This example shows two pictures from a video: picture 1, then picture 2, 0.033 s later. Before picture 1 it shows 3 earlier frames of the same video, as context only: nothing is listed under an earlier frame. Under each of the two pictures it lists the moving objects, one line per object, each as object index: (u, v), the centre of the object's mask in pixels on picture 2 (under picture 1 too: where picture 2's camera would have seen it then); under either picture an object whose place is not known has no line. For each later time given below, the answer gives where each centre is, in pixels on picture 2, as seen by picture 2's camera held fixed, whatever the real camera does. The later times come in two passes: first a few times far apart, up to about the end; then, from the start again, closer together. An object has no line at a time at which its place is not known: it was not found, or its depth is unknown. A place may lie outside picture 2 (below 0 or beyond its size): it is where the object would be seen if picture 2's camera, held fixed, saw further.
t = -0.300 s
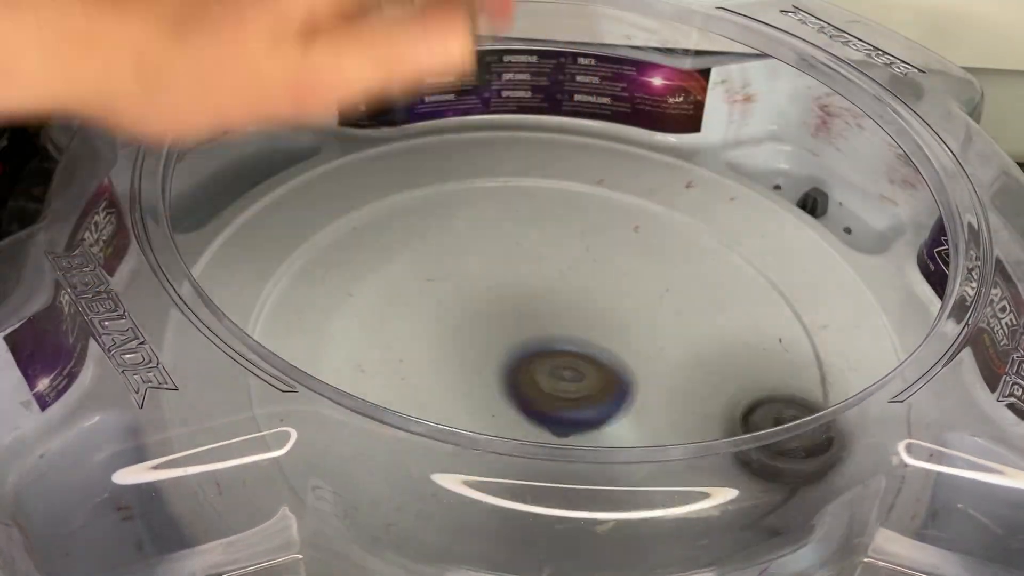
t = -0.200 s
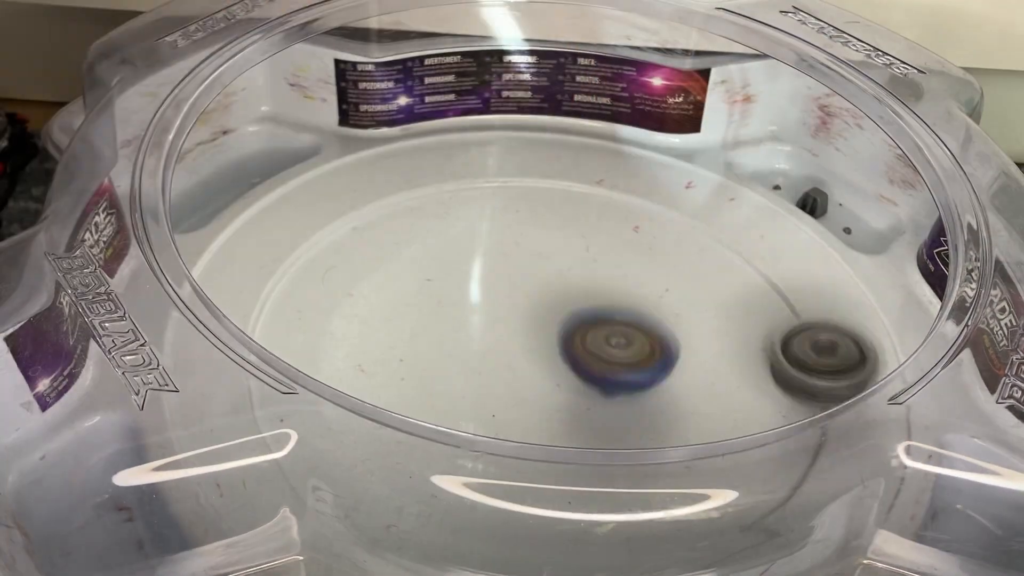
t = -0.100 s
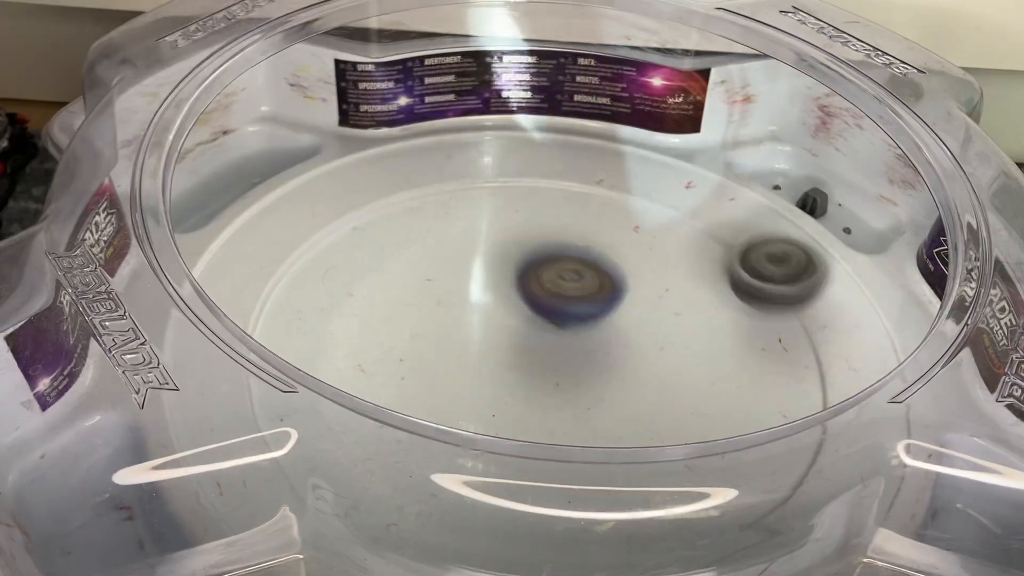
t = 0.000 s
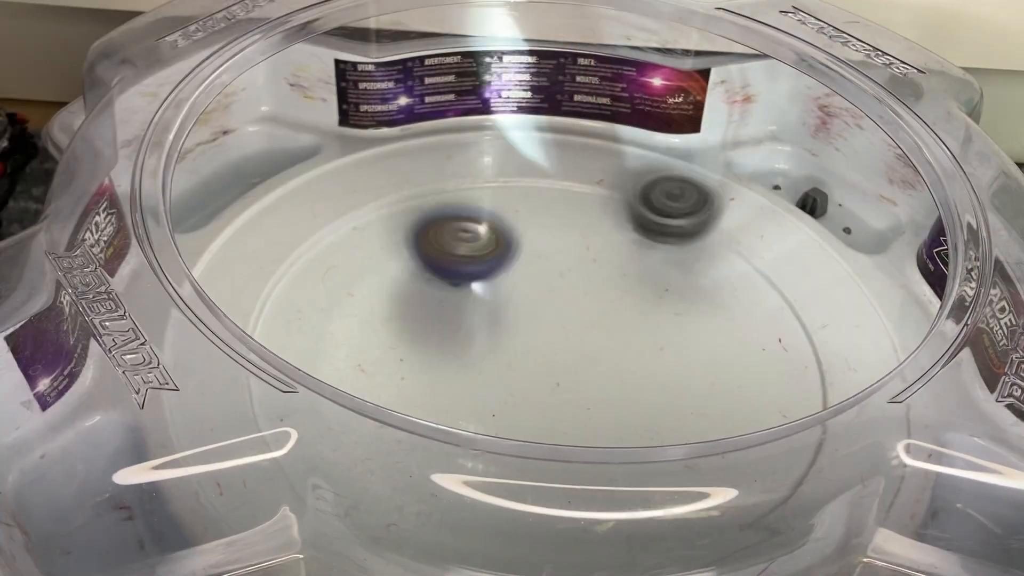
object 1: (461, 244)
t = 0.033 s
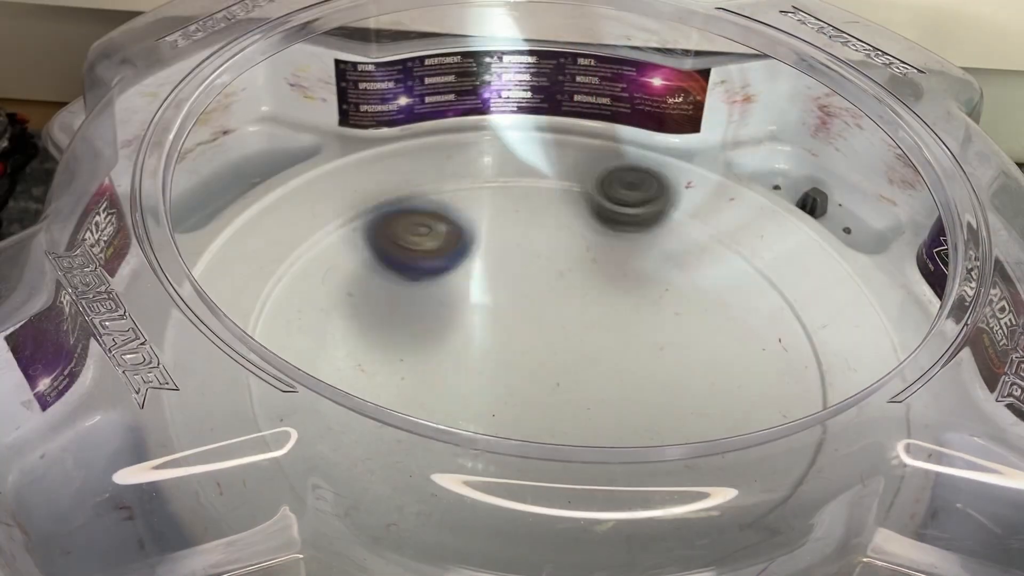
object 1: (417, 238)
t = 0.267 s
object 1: (287, 394)
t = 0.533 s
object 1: (663, 424)
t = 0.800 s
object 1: (546, 147)
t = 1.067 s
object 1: (227, 216)
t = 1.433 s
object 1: (640, 475)
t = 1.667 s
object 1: (754, 197)
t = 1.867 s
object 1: (491, 144)
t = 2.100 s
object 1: (291, 392)
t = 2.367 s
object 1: (804, 431)
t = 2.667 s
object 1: (557, 161)
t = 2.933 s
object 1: (276, 296)
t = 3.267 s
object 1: (692, 504)
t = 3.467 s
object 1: (758, 295)
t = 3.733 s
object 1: (471, 180)
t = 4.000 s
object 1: (316, 370)
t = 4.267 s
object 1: (670, 442)
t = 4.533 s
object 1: (640, 222)
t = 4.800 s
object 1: (375, 253)
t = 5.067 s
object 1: (515, 441)
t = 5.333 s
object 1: (696, 337)
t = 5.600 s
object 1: (562, 193)
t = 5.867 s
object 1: (407, 203)
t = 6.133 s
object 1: (435, 347)
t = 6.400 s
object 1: (488, 376)
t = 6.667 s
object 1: (481, 374)
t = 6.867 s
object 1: (428, 453)
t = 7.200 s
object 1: (546, 411)
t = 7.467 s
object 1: (458, 374)
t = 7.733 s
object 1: (427, 365)
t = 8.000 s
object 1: (476, 311)
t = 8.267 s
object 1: (483, 265)
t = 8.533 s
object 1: (517, 282)
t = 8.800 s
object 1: (602, 297)
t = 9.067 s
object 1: (614, 294)
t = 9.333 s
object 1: (584, 351)
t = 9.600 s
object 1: (605, 392)
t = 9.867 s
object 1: (566, 358)
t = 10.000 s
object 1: (515, 348)
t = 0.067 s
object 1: (374, 239)
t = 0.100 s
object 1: (330, 245)
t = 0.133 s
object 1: (290, 255)
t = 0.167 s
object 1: (275, 278)
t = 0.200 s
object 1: (276, 315)
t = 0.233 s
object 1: (278, 358)
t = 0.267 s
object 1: (287, 394)
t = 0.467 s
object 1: (576, 477)
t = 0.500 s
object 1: (626, 457)
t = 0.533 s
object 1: (663, 424)
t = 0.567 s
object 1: (693, 390)
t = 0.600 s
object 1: (704, 351)
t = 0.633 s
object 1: (704, 308)
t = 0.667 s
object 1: (691, 264)
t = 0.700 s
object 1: (667, 227)
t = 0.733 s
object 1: (634, 193)
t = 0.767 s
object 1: (590, 161)
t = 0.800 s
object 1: (546, 147)
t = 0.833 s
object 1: (498, 139)
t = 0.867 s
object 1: (447, 132)
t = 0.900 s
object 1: (403, 127)
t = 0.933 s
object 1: (360, 130)
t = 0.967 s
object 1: (321, 142)
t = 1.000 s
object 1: (282, 165)
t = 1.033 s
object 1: (251, 188)
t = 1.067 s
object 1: (227, 216)
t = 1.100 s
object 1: (221, 243)
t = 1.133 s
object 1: (221, 270)
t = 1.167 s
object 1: (214, 304)
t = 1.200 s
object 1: (220, 346)
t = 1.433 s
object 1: (640, 475)
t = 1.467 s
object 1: (712, 455)
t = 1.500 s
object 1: (766, 421)
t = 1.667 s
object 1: (754, 197)
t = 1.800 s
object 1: (578, 126)
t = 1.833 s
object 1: (530, 140)
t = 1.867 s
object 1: (491, 144)
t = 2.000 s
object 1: (323, 246)
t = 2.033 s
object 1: (299, 289)
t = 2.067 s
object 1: (299, 331)
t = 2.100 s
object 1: (291, 392)
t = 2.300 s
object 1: (702, 517)
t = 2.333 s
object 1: (772, 488)
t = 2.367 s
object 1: (804, 431)
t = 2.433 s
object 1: (814, 335)
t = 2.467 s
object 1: (799, 294)
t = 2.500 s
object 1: (769, 260)
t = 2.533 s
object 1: (733, 231)
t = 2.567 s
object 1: (696, 205)
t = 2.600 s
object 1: (654, 187)
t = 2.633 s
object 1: (606, 171)
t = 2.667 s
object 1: (557, 161)
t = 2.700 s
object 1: (514, 158)
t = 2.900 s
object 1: (289, 263)
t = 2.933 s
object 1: (276, 296)
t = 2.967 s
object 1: (286, 323)
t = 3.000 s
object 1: (291, 365)
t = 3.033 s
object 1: (302, 411)
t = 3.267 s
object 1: (692, 504)
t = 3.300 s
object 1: (733, 464)
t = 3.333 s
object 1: (757, 433)
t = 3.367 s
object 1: (767, 391)
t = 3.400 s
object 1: (779, 365)
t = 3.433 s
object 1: (774, 329)
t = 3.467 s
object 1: (758, 295)
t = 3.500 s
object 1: (737, 268)
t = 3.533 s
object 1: (709, 239)
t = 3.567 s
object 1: (676, 217)
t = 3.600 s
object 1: (640, 200)
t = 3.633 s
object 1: (595, 189)
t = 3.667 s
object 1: (556, 180)
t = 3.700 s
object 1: (519, 176)
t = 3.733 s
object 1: (471, 180)
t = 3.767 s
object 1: (433, 185)
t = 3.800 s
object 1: (396, 195)
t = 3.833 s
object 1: (364, 216)
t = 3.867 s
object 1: (336, 238)
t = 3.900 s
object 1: (313, 266)
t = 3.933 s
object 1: (301, 300)
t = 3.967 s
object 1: (307, 330)
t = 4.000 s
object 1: (316, 370)
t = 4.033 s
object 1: (338, 408)
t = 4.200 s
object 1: (581, 484)
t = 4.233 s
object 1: (630, 468)
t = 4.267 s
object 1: (670, 442)
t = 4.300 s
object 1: (703, 418)
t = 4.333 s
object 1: (725, 389)
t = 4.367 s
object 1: (734, 356)
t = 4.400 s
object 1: (731, 324)
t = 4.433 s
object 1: (717, 291)
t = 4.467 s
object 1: (698, 265)
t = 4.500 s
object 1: (672, 241)
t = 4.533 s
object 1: (640, 222)
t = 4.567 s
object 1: (599, 208)
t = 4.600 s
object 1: (563, 201)
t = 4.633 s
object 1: (530, 194)
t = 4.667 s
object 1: (489, 198)
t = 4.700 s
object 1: (456, 202)
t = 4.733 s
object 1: (424, 214)
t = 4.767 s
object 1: (396, 232)
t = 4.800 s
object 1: (375, 253)
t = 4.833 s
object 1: (362, 278)
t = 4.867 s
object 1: (356, 310)
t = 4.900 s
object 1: (360, 341)
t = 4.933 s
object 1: (378, 365)
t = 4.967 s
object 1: (398, 396)
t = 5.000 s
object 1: (429, 419)
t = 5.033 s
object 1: (466, 429)
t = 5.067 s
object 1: (515, 441)
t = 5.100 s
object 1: (554, 445)
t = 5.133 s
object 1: (595, 446)
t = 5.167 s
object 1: (629, 431)
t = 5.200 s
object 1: (653, 411)
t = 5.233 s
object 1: (676, 400)
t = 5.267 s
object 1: (690, 384)
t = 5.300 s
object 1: (697, 360)
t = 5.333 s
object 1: (696, 337)
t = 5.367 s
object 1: (691, 314)
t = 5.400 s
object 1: (681, 294)
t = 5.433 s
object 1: (664, 278)
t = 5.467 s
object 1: (644, 265)
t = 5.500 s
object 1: (623, 252)
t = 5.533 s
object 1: (605, 228)
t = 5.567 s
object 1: (581, 207)
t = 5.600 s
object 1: (562, 193)
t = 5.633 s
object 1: (542, 183)
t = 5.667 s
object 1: (521, 175)
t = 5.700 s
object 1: (499, 173)
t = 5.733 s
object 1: (474, 174)
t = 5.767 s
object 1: (454, 176)
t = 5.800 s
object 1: (436, 182)
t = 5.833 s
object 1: (421, 191)
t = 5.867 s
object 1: (407, 203)
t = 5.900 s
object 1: (395, 219)
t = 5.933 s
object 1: (391, 238)
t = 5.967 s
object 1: (389, 258)
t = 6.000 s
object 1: (395, 282)
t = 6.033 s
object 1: (406, 306)
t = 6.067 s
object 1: (424, 327)
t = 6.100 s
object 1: (445, 346)
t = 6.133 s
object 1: (435, 347)
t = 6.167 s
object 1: (427, 348)
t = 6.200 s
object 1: (428, 352)
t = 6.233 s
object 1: (430, 358)
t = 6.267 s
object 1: (437, 364)
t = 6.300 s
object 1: (448, 370)
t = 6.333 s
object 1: (460, 374)
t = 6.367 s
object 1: (475, 377)
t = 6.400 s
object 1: (488, 376)
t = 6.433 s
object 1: (502, 374)
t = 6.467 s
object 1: (516, 370)
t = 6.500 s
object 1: (526, 363)
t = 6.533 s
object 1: (537, 357)
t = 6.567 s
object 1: (544, 348)
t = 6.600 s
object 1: (550, 338)
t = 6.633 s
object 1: (521, 350)
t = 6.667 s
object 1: (481, 374)
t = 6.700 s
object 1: (454, 390)
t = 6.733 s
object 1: (431, 406)
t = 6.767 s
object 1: (421, 420)
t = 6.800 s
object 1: (414, 434)
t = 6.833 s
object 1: (420, 443)
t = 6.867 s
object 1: (428, 453)
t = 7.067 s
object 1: (515, 473)
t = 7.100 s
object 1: (530, 466)
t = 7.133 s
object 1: (538, 450)
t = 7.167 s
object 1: (545, 432)
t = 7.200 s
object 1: (546, 411)
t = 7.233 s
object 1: (545, 399)
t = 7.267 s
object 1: (538, 389)
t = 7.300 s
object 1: (524, 388)
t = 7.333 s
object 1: (509, 385)
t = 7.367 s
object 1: (496, 383)
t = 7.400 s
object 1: (481, 380)
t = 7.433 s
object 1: (468, 375)
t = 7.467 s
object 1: (458, 374)
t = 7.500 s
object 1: (446, 371)
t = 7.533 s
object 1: (438, 371)
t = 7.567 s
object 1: (430, 369)
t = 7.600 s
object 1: (426, 369)
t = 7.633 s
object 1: (423, 368)
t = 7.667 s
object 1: (421, 367)
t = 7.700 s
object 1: (424, 366)
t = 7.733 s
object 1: (427, 365)
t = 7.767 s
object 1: (433, 362)
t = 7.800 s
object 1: (440, 358)
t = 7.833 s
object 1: (446, 352)
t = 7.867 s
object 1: (455, 345)
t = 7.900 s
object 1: (461, 338)
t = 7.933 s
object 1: (467, 329)
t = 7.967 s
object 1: (473, 320)
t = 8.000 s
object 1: (476, 311)
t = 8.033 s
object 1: (480, 303)
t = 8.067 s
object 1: (483, 296)
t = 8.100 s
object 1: (483, 288)
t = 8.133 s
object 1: (484, 282)
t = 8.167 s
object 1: (484, 276)
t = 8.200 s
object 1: (483, 271)
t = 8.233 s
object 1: (483, 267)
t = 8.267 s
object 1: (483, 265)
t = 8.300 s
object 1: (482, 261)
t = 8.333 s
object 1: (483, 261)
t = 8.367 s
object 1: (484, 262)
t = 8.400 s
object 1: (486, 263)
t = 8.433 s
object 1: (492, 268)
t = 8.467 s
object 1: (499, 273)
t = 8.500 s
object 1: (506, 278)
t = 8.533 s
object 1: (517, 282)
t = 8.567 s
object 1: (529, 287)
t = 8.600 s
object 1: (538, 289)
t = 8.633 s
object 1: (548, 292)
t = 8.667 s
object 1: (559, 294)
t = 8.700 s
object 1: (571, 297)
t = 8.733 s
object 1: (582, 298)
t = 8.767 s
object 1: (593, 298)
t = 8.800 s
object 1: (602, 297)
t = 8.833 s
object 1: (608, 297)
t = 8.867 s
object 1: (616, 296)
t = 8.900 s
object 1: (621, 295)
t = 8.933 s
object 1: (624, 295)
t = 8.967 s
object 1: (624, 292)
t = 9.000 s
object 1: (623, 291)
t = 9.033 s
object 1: (621, 292)
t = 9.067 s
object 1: (614, 294)
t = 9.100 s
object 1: (608, 297)
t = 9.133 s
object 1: (602, 302)
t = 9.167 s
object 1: (597, 310)
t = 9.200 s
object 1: (591, 317)
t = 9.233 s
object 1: (587, 325)
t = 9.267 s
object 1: (585, 334)
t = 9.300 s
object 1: (585, 342)
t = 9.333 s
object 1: (584, 351)
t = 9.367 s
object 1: (583, 359)
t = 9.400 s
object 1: (584, 366)
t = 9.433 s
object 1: (586, 372)
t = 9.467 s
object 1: (590, 379)
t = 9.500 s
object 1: (593, 384)
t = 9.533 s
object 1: (596, 387)
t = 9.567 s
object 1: (600, 389)
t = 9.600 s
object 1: (605, 392)
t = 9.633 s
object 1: (609, 392)
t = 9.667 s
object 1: (611, 390)
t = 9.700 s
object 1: (610, 386)
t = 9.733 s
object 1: (605, 381)
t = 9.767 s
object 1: (598, 376)
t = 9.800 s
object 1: (589, 369)
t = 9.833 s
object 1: (578, 363)
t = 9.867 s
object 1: (566, 358)
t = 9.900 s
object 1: (551, 355)
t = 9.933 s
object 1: (537, 352)
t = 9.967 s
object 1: (527, 349)
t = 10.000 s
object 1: (515, 348)
